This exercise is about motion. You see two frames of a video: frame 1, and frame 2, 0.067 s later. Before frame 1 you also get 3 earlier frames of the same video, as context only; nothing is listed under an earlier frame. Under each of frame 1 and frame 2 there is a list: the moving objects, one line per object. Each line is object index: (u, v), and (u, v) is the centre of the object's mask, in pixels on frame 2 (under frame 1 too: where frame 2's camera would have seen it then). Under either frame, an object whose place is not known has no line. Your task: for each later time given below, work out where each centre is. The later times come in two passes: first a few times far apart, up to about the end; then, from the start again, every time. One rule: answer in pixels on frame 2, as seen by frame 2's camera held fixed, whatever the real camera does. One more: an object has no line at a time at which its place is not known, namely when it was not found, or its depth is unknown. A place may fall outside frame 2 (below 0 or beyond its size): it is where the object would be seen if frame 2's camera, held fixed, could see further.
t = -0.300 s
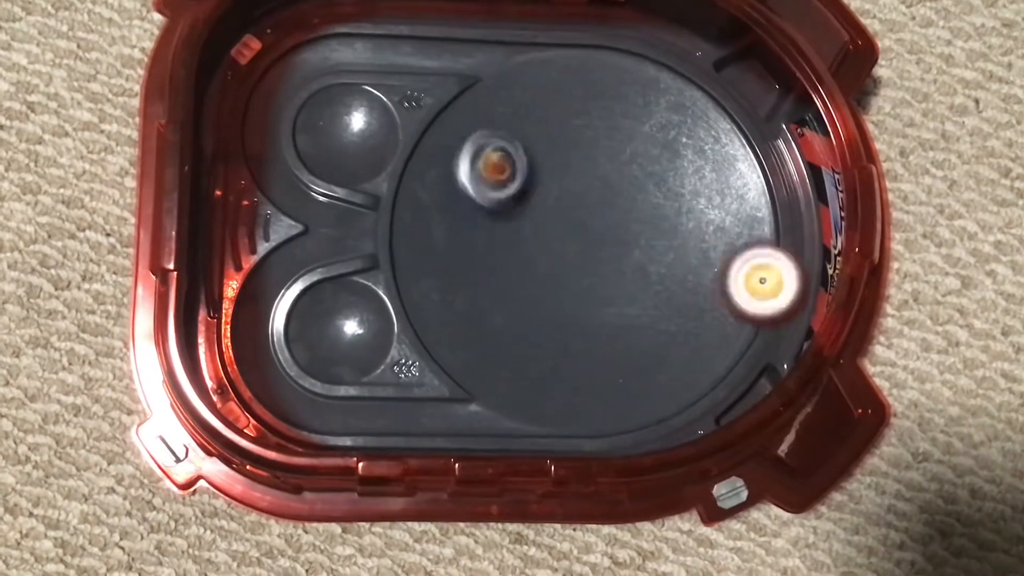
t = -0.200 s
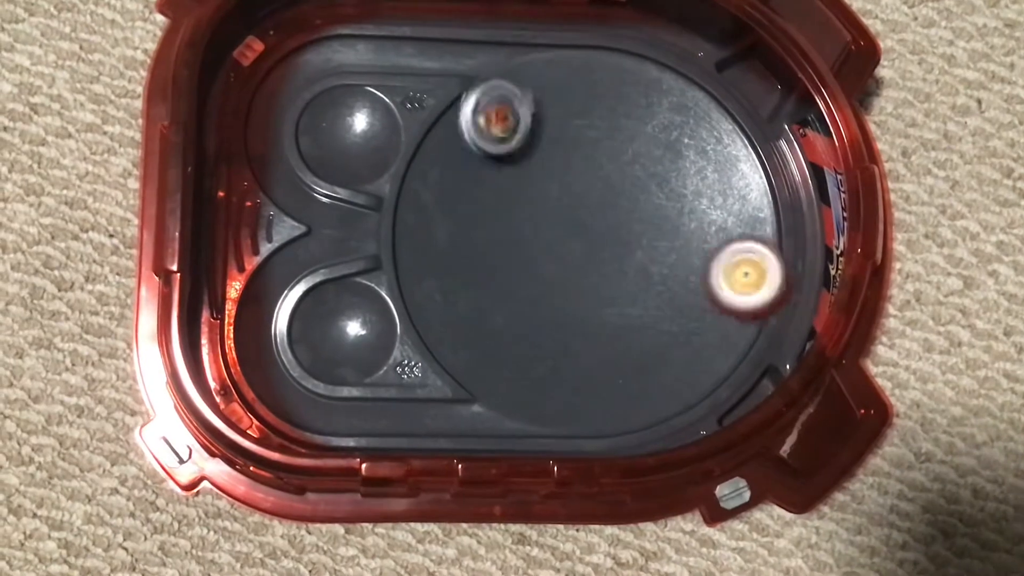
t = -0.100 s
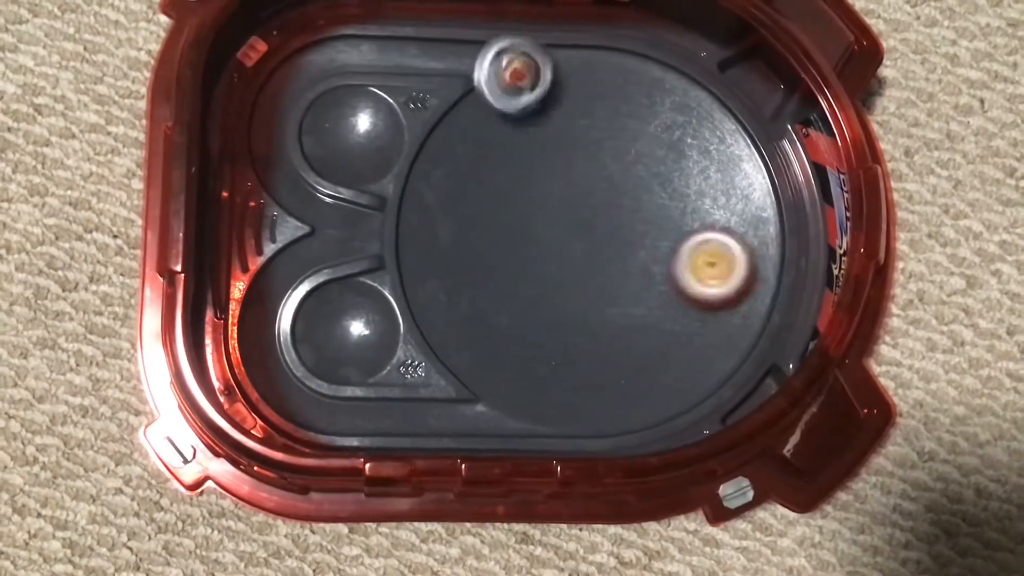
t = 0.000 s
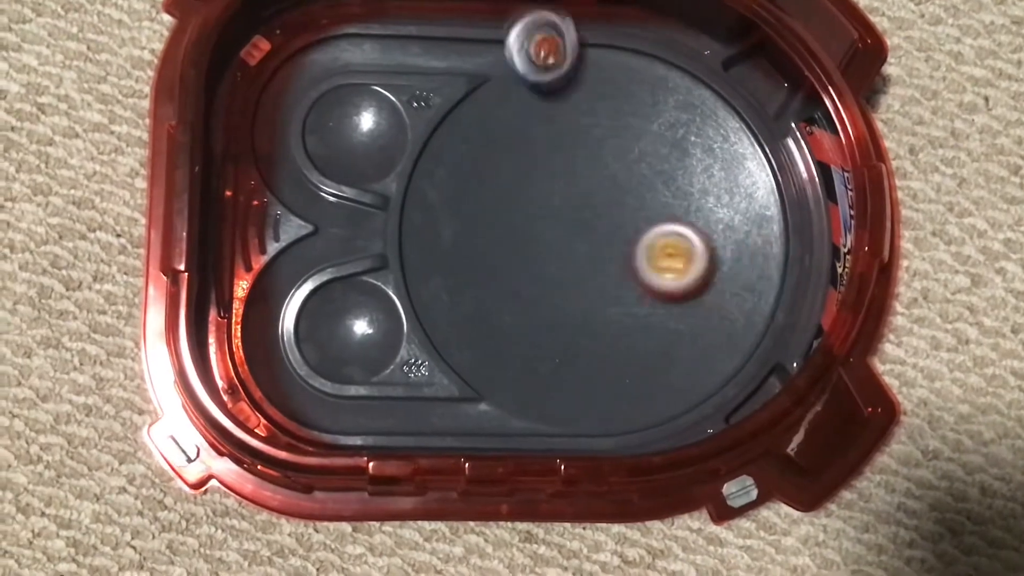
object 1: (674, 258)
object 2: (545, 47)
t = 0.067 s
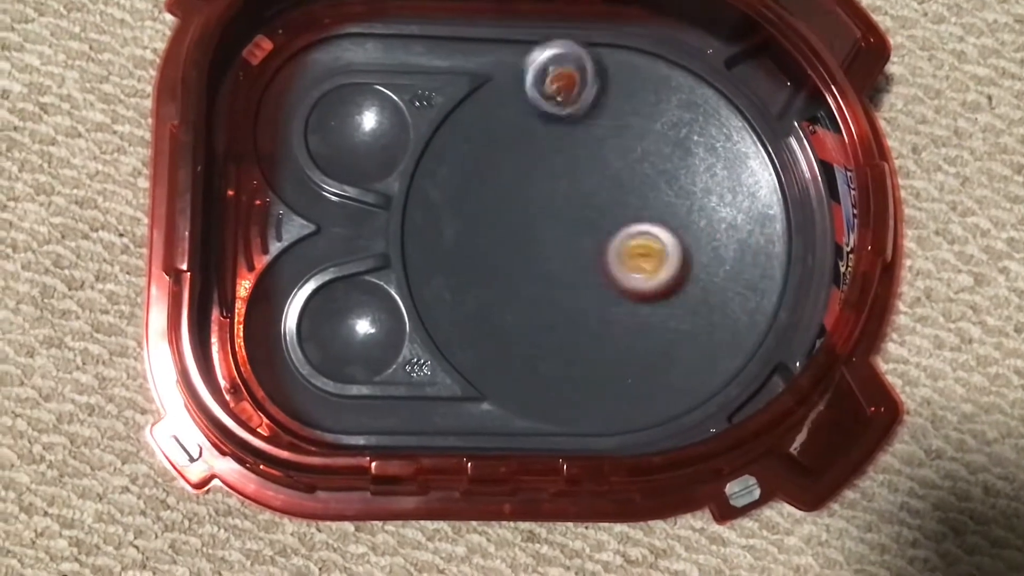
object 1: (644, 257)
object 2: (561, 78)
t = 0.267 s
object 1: (552, 299)
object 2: (616, 198)
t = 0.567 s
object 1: (502, 329)
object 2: (584, 333)
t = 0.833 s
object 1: (433, 243)
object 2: (589, 309)
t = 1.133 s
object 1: (478, 160)
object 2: (650, 241)
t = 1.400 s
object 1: (582, 126)
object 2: (699, 280)
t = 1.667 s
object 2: (653, 269)
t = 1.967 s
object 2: (554, 273)
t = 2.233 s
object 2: (527, 279)
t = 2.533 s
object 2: (560, 222)
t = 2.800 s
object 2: (555, 184)
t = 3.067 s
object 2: (587, 198)
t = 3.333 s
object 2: (616, 189)
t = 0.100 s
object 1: (628, 261)
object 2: (568, 95)
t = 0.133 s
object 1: (612, 266)
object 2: (577, 114)
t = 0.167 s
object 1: (596, 273)
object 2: (586, 136)
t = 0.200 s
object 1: (580, 281)
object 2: (595, 154)
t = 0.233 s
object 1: (565, 291)
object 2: (606, 176)
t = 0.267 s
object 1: (552, 299)
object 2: (616, 198)
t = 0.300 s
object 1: (541, 307)
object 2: (622, 216)
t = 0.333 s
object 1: (531, 314)
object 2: (629, 239)
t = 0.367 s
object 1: (523, 320)
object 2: (629, 257)
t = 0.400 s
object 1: (517, 325)
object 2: (629, 273)
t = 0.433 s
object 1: (513, 329)
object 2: (624, 291)
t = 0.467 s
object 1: (509, 331)
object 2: (616, 304)
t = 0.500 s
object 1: (507, 333)
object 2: (608, 314)
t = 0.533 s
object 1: (506, 334)
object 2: (599, 324)
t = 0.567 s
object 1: (502, 329)
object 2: (584, 333)
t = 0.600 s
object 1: (485, 318)
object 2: (587, 347)
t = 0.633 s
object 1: (473, 306)
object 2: (587, 350)
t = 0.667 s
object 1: (463, 295)
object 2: (588, 353)
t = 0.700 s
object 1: (453, 284)
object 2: (587, 348)
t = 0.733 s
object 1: (447, 274)
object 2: (588, 342)
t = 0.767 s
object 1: (440, 264)
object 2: (586, 333)
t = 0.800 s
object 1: (436, 253)
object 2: (587, 322)
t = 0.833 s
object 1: (433, 243)
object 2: (589, 309)
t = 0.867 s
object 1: (432, 233)
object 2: (592, 296)
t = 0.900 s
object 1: (432, 223)
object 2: (598, 284)
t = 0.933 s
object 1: (435, 213)
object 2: (605, 272)
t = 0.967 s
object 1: (438, 203)
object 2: (612, 262)
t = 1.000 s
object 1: (444, 194)
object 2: (619, 255)
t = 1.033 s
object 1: (450, 184)
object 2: (628, 249)
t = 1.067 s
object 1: (458, 176)
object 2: (636, 246)
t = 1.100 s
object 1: (467, 167)
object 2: (642, 242)
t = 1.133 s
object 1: (478, 160)
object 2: (650, 241)
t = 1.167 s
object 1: (490, 152)
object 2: (658, 243)
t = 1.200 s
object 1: (501, 146)
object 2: (663, 247)
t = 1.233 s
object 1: (514, 140)
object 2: (671, 251)
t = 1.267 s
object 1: (527, 135)
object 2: (678, 259)
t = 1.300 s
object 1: (540, 131)
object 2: (683, 268)
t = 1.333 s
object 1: (554, 128)
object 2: (690, 275)
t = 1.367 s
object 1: (569, 127)
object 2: (695, 279)
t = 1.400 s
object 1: (582, 126)
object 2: (699, 280)
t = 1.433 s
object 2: (700, 280)
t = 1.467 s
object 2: (698, 279)
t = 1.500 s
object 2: (694, 277)
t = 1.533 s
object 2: (688, 275)
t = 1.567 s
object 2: (682, 272)
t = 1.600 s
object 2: (673, 272)
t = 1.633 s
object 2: (663, 270)
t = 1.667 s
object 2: (653, 269)
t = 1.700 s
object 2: (641, 269)
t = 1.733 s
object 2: (628, 270)
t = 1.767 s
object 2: (617, 270)
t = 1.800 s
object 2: (608, 270)
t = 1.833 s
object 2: (598, 271)
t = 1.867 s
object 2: (586, 272)
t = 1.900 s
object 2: (573, 271)
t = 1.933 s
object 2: (562, 272)
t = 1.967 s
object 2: (554, 273)
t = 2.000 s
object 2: (544, 274)
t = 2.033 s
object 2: (537, 274)
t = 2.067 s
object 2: (531, 276)
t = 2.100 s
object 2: (526, 278)
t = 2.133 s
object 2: (524, 280)
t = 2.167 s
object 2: (524, 280)
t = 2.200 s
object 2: (524, 281)
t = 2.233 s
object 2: (527, 279)
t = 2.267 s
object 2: (532, 277)
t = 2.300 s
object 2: (538, 272)
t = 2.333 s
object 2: (543, 268)
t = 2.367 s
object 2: (546, 262)
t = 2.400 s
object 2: (552, 253)
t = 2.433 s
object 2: (556, 247)
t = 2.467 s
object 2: (557, 237)
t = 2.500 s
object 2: (559, 229)
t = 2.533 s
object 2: (560, 222)
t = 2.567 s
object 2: (560, 213)
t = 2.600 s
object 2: (560, 205)
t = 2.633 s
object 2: (559, 200)
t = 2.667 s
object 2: (557, 194)
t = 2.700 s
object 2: (557, 188)
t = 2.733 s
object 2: (555, 185)
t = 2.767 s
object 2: (556, 185)
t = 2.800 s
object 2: (555, 184)
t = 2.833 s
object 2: (556, 184)
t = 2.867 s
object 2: (557, 188)
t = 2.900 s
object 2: (562, 190)
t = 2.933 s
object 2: (564, 194)
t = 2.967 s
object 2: (570, 195)
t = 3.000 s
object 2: (574, 198)
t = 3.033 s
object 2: (579, 198)
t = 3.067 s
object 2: (587, 198)
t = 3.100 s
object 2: (591, 198)
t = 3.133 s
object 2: (598, 196)
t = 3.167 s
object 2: (602, 195)
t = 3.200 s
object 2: (606, 194)
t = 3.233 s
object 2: (610, 191)
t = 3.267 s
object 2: (612, 191)
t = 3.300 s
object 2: (616, 188)
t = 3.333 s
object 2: (616, 189)
